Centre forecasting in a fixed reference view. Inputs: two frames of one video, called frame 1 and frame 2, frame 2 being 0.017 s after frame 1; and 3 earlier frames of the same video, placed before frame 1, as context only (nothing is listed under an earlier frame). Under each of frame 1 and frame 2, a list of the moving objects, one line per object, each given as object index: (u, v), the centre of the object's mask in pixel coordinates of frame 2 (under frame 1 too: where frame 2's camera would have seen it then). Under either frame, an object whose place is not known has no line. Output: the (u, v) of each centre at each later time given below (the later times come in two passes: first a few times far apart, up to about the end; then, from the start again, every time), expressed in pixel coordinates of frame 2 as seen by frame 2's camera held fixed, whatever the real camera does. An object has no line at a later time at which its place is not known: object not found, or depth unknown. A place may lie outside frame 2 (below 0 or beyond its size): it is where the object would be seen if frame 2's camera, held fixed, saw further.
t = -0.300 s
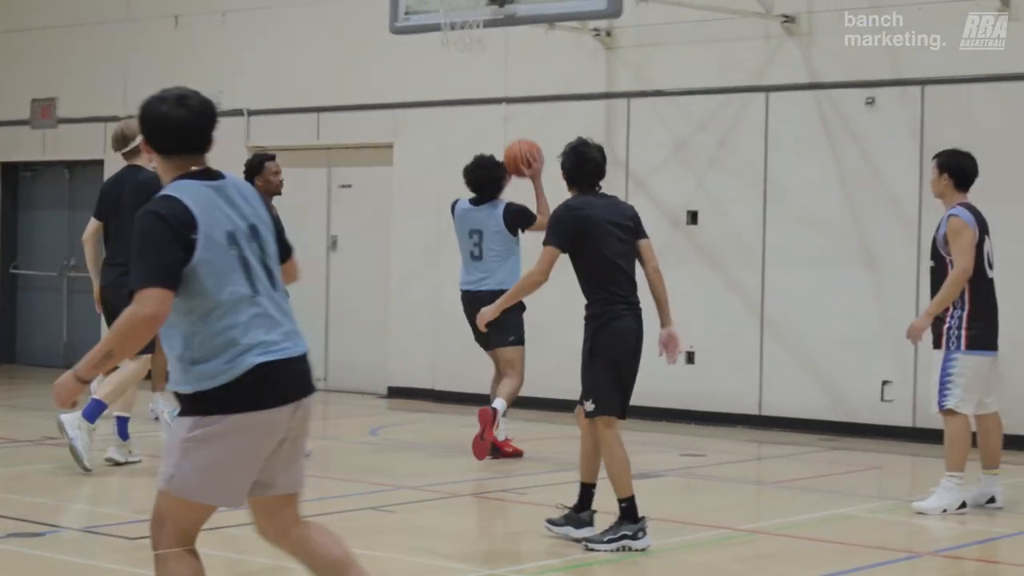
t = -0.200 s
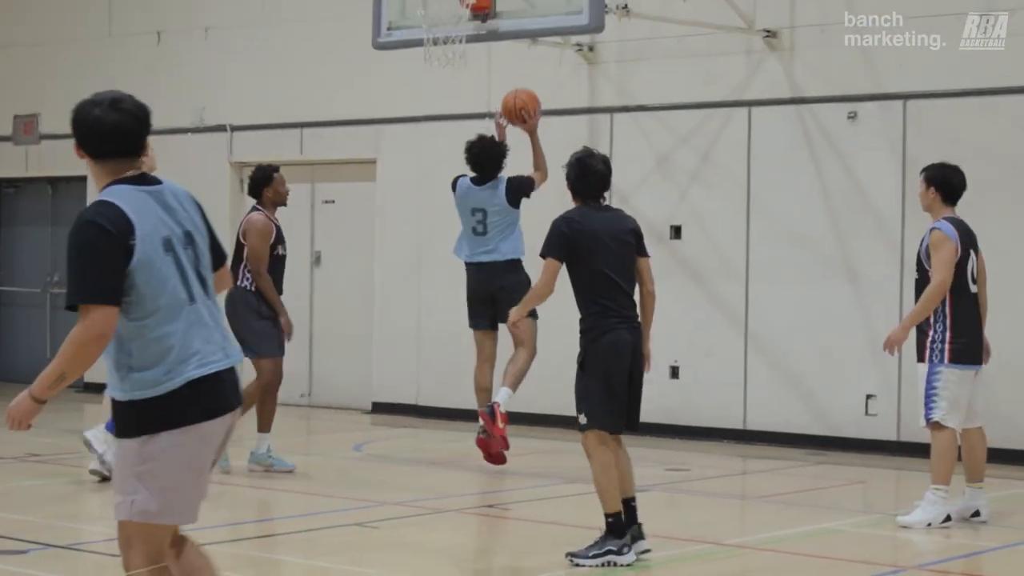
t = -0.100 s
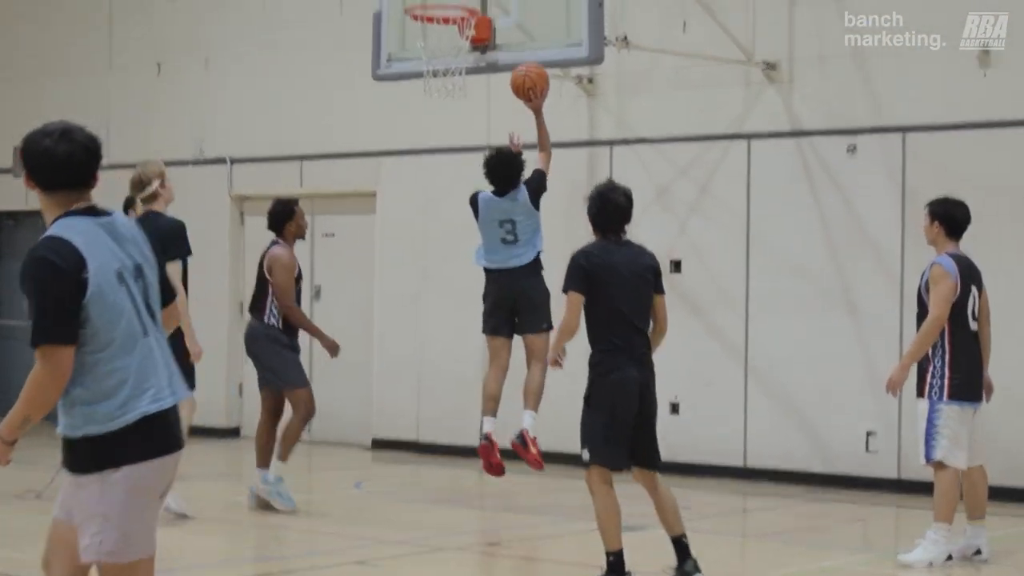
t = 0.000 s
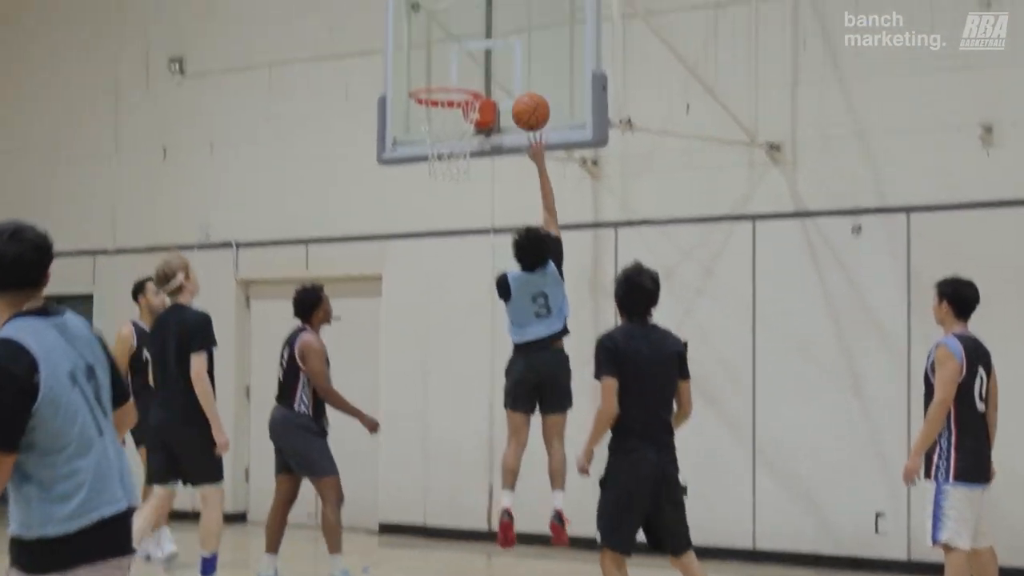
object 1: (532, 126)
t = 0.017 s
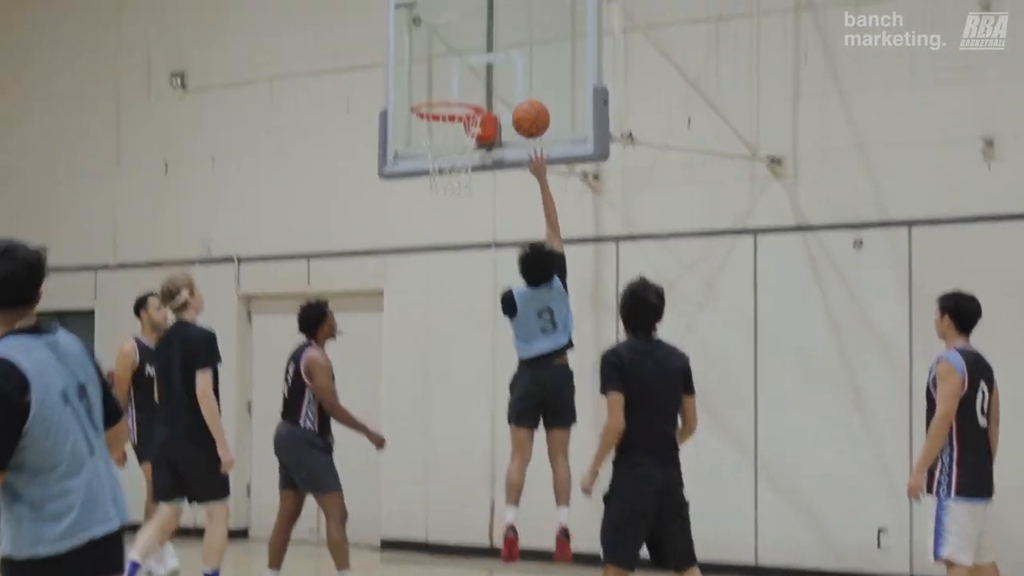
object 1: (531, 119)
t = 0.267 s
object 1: (499, 72)
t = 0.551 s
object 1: (437, 113)
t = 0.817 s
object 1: (421, 183)
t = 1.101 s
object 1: (429, 327)
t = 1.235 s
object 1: (425, 426)
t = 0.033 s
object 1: (529, 112)
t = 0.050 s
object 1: (528, 105)
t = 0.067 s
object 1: (527, 100)
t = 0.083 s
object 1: (526, 95)
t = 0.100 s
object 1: (525, 90)
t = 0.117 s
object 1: (524, 86)
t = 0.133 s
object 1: (523, 82)
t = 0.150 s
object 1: (521, 79)
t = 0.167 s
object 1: (520, 77)
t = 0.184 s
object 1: (519, 75)
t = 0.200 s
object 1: (516, 73)
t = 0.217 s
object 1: (511, 73)
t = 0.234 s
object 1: (507, 72)
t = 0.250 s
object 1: (502, 72)
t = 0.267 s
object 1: (499, 72)
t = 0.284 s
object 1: (495, 73)
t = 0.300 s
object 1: (491, 74)
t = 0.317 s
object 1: (486, 76)
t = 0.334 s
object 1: (482, 78)
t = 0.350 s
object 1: (478, 80)
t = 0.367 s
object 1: (473, 83)
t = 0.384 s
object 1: (469, 85)
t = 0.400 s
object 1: (465, 88)
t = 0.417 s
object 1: (461, 91)
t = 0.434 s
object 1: (457, 96)
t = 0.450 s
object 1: (454, 99)
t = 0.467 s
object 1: (452, 100)
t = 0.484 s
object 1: (448, 103)
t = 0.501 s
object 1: (446, 105)
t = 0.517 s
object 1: (444, 107)
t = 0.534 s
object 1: (442, 110)
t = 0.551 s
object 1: (437, 113)
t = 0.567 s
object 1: (436, 118)
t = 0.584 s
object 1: (433, 123)
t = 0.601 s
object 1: (431, 127)
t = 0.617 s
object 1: (429, 132)
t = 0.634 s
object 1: (427, 137)
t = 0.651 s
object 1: (425, 142)
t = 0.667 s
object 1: (424, 146)
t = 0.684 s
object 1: (422, 151)
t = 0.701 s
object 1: (422, 156)
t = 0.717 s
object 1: (421, 159)
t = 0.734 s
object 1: (421, 162)
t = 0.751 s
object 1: (421, 165)
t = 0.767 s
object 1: (421, 168)
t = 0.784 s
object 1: (421, 173)
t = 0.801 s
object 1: (421, 177)
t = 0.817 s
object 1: (421, 183)
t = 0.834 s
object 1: (422, 189)
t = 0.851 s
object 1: (423, 195)
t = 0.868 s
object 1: (423, 199)
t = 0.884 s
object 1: (423, 206)
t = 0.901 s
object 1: (424, 212)
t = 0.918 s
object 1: (425, 220)
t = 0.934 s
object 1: (426, 228)
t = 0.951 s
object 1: (426, 236)
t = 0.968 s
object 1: (426, 244)
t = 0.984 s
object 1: (427, 254)
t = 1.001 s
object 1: (428, 263)
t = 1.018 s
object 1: (428, 273)
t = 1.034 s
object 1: (428, 283)
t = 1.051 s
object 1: (428, 293)
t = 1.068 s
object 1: (428, 304)
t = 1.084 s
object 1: (428, 316)
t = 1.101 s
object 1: (429, 327)
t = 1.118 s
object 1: (428, 339)
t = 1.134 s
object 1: (429, 352)
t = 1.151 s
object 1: (428, 365)
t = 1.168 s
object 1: (429, 378)
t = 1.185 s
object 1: (429, 392)
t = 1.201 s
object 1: (429, 406)
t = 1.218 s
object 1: (426, 418)
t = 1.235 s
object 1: (425, 426)
